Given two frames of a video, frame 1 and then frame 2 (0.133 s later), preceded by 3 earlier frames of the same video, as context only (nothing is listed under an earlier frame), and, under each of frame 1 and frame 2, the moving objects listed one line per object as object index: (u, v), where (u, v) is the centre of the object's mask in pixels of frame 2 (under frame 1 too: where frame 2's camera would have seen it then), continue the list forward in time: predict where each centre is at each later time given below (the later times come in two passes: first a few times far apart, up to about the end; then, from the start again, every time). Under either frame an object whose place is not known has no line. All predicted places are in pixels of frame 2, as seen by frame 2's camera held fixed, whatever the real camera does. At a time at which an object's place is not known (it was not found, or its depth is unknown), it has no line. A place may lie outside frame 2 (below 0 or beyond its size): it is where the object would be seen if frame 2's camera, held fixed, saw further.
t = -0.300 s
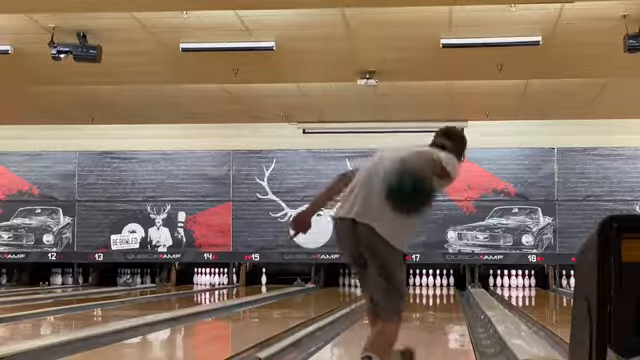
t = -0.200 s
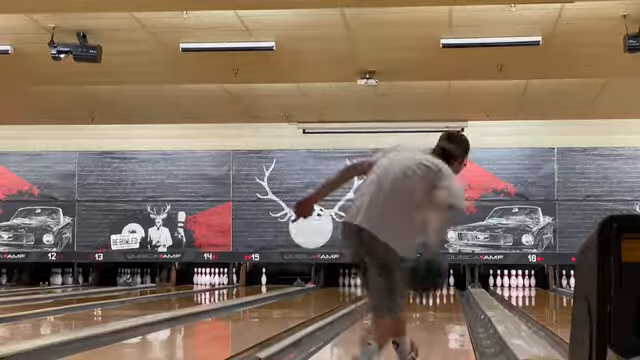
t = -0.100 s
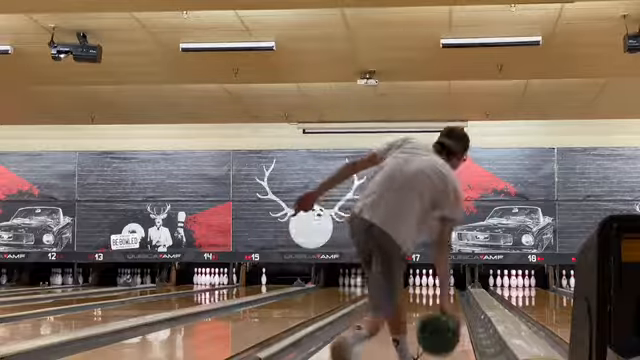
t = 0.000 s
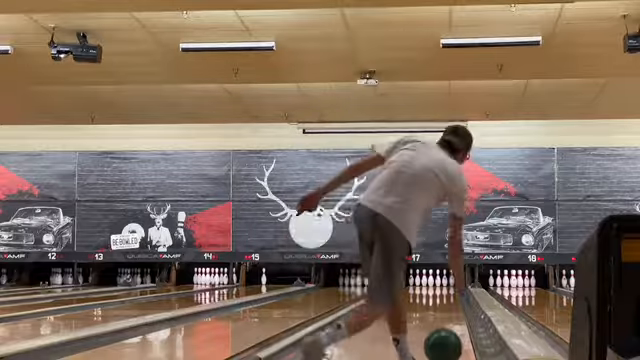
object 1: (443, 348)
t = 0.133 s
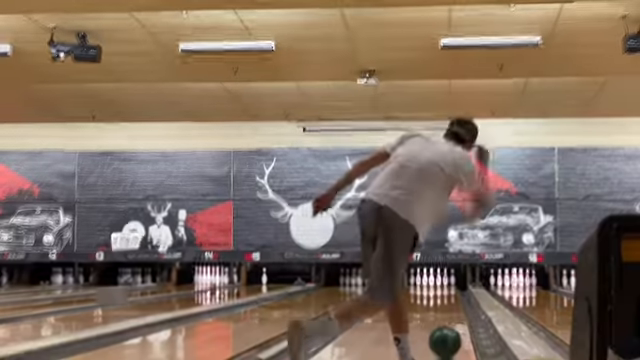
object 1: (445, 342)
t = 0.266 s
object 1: (445, 330)
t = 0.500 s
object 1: (446, 318)
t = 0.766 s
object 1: (447, 306)
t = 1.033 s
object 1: (447, 302)
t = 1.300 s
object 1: (445, 296)
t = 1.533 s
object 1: (445, 292)
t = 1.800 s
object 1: (444, 287)
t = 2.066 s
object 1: (443, 286)
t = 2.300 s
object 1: (439, 284)
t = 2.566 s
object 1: (438, 283)
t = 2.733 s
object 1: (440, 280)
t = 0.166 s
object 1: (444, 339)
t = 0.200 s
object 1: (445, 336)
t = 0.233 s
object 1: (445, 332)
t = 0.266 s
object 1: (445, 330)
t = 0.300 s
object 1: (446, 328)
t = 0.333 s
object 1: (446, 325)
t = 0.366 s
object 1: (446, 323)
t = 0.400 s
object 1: (446, 322)
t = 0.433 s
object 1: (446, 321)
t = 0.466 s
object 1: (446, 319)
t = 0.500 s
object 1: (446, 318)
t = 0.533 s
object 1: (446, 316)
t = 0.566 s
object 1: (447, 315)
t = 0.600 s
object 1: (447, 315)
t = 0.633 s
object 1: (447, 313)
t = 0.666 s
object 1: (448, 312)
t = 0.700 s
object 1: (448, 312)
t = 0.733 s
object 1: (448, 309)
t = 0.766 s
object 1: (447, 306)
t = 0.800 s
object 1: (447, 303)
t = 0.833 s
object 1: (447, 303)
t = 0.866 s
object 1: (447, 303)
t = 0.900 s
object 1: (447, 303)
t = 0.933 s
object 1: (447, 303)
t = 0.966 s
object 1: (447, 303)
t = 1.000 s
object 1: (447, 303)
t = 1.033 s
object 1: (447, 302)
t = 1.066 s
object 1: (447, 302)
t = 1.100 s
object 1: (447, 301)
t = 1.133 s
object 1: (447, 301)
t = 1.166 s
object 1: (447, 301)
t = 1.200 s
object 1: (446, 300)
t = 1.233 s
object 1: (445, 297)
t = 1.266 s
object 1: (445, 296)
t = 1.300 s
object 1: (445, 296)
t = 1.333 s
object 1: (445, 294)
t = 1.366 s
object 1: (446, 293)
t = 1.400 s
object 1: (446, 293)
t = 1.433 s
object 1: (446, 293)
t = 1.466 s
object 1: (446, 293)
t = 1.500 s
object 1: (446, 292)
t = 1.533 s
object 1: (445, 292)
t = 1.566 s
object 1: (445, 293)
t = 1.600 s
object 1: (445, 292)
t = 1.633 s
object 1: (445, 292)
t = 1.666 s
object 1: (445, 291)
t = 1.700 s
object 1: (445, 291)
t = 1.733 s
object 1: (445, 291)
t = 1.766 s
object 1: (444, 288)
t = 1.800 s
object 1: (444, 287)
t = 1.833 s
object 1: (443, 287)
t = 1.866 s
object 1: (443, 287)
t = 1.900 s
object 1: (444, 287)
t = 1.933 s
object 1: (444, 287)
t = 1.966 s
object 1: (444, 286)
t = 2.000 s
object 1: (443, 286)
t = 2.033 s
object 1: (443, 286)
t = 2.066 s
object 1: (443, 286)
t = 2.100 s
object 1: (440, 285)
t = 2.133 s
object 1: (440, 285)
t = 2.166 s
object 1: (439, 284)
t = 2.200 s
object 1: (440, 284)
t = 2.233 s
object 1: (439, 283)
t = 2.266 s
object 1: (439, 284)
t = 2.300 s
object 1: (439, 284)
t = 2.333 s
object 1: (439, 284)
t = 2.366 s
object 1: (439, 284)
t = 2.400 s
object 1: (439, 284)
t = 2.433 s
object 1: (439, 284)
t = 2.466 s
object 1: (439, 285)
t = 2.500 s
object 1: (438, 284)
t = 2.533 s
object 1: (438, 285)
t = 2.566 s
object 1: (438, 283)
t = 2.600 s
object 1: (439, 282)
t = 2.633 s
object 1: (440, 280)
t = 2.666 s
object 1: (440, 282)
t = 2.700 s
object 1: (440, 280)
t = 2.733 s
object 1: (440, 280)
